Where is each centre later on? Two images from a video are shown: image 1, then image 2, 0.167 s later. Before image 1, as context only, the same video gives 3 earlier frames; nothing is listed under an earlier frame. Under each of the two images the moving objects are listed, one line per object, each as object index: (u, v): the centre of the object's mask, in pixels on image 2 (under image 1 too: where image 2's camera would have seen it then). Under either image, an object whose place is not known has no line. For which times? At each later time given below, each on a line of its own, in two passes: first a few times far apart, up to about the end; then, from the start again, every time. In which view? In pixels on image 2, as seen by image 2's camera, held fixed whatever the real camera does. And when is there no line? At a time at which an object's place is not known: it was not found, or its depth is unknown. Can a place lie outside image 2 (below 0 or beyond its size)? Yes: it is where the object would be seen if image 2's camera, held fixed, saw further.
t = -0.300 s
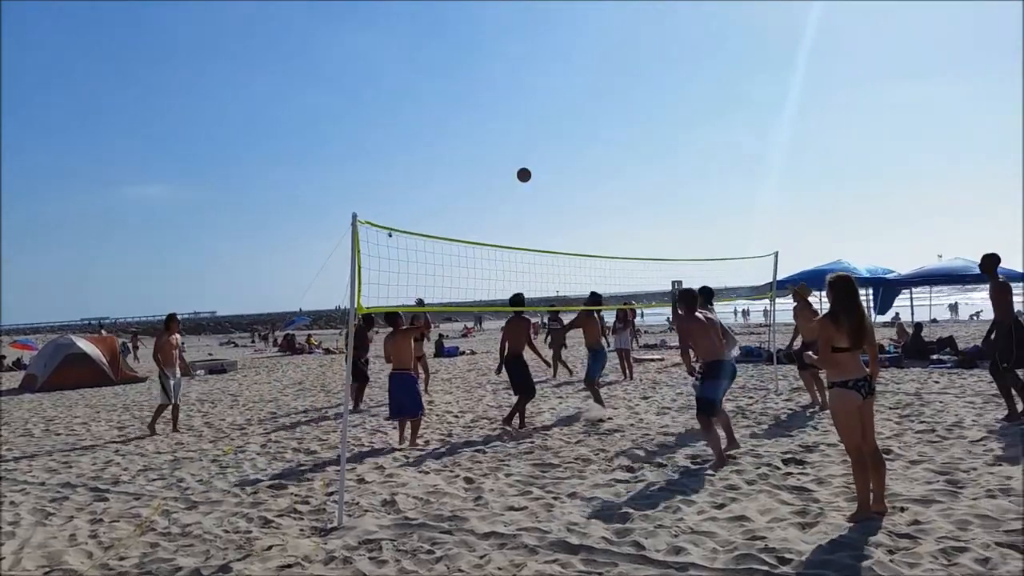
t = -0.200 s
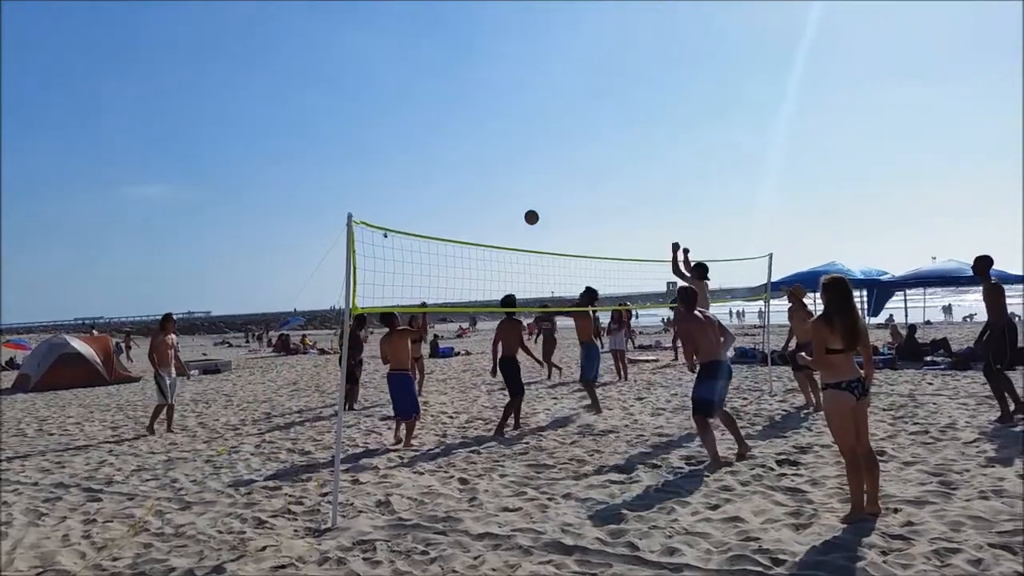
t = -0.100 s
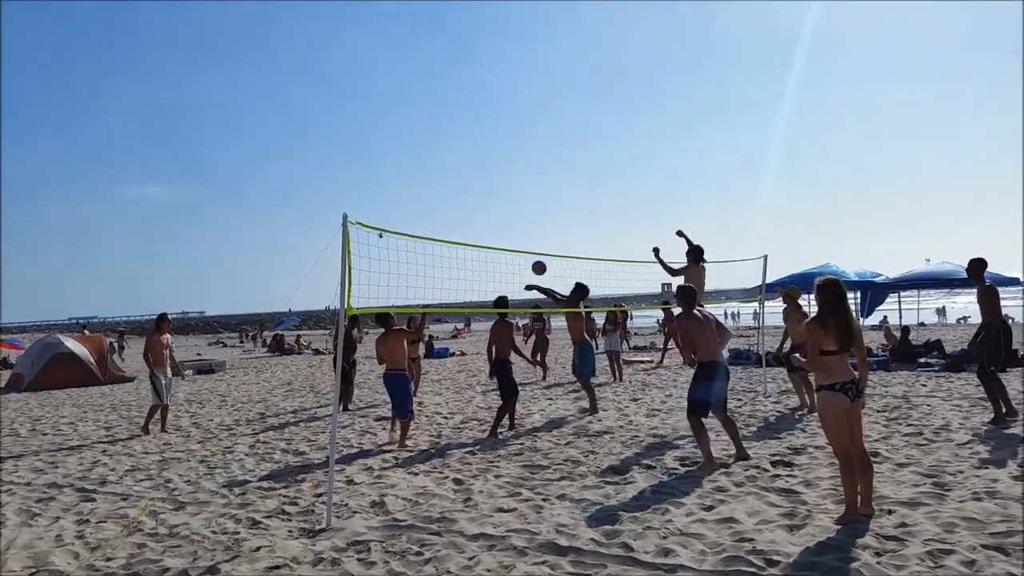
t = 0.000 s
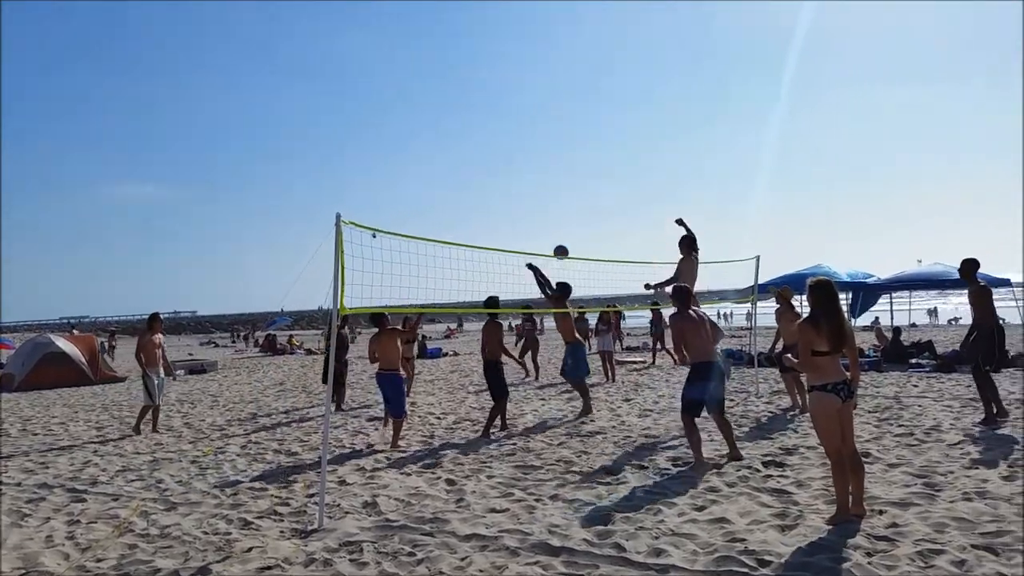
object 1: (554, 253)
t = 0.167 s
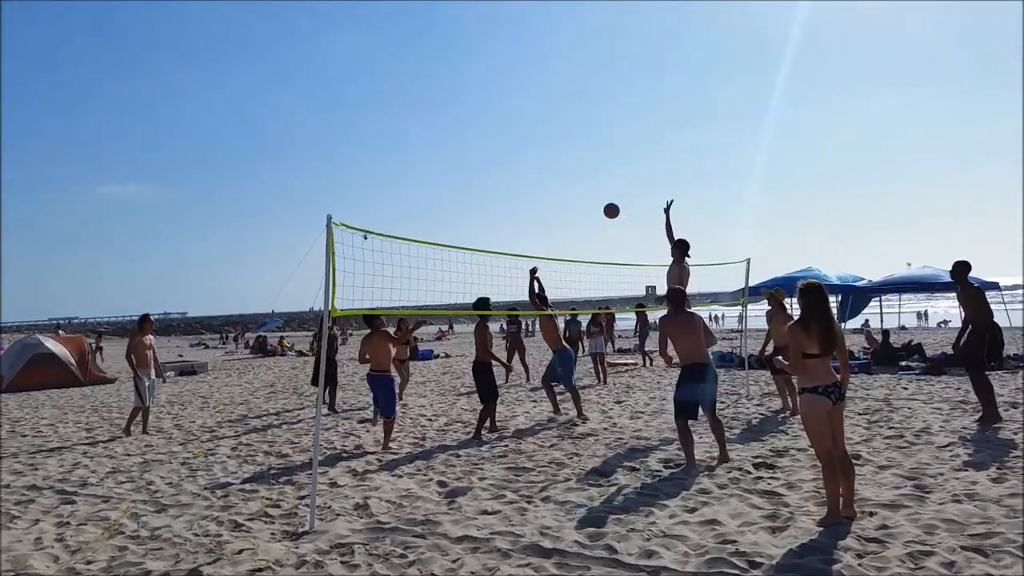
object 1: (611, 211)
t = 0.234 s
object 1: (637, 198)
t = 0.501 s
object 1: (749, 186)
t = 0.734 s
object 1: (859, 231)
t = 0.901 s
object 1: (947, 303)
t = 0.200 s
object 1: (623, 204)
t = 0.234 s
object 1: (637, 198)
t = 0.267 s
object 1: (650, 193)
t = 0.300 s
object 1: (664, 190)
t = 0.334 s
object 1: (677, 187)
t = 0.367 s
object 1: (690, 185)
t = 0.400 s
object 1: (704, 184)
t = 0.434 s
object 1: (719, 184)
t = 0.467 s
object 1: (734, 184)
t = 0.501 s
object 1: (749, 186)
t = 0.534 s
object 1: (764, 188)
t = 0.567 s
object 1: (779, 192)
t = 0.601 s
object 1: (795, 197)
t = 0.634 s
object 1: (811, 204)
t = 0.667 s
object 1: (827, 212)
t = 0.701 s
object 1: (844, 221)
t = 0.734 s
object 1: (859, 231)
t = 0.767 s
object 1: (877, 242)
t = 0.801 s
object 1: (893, 256)
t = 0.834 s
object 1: (910, 270)
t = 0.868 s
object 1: (929, 286)
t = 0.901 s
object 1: (947, 303)
